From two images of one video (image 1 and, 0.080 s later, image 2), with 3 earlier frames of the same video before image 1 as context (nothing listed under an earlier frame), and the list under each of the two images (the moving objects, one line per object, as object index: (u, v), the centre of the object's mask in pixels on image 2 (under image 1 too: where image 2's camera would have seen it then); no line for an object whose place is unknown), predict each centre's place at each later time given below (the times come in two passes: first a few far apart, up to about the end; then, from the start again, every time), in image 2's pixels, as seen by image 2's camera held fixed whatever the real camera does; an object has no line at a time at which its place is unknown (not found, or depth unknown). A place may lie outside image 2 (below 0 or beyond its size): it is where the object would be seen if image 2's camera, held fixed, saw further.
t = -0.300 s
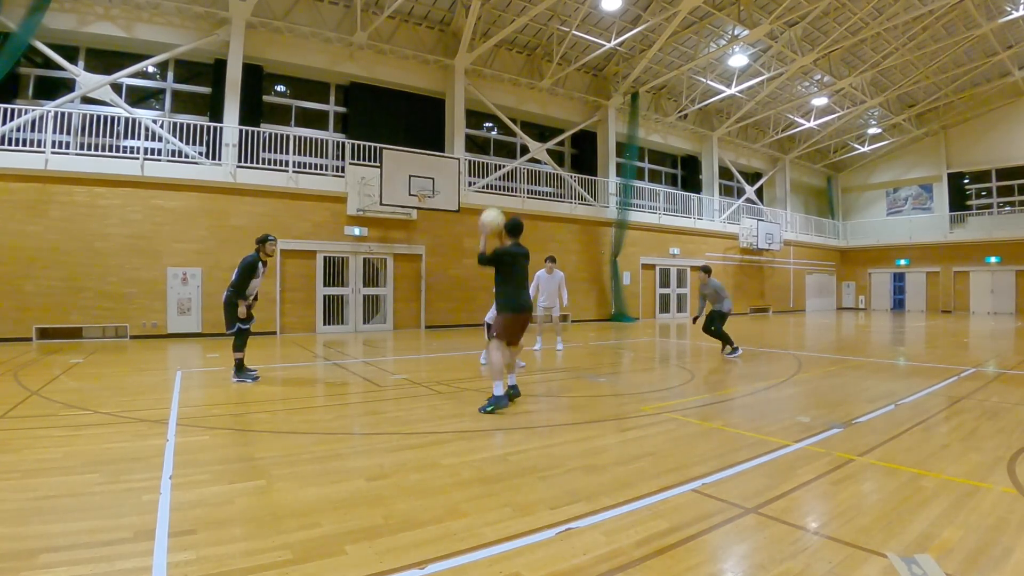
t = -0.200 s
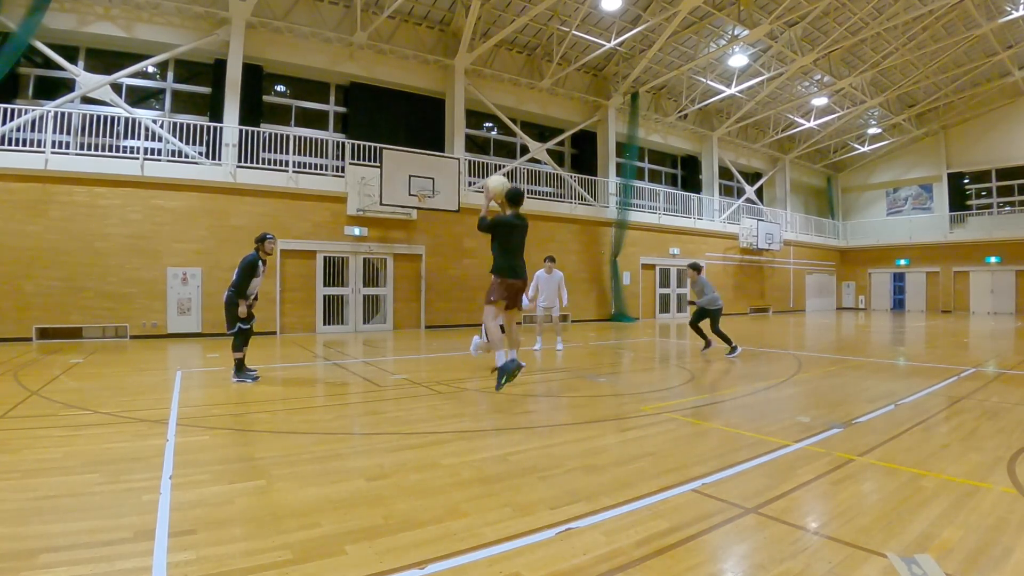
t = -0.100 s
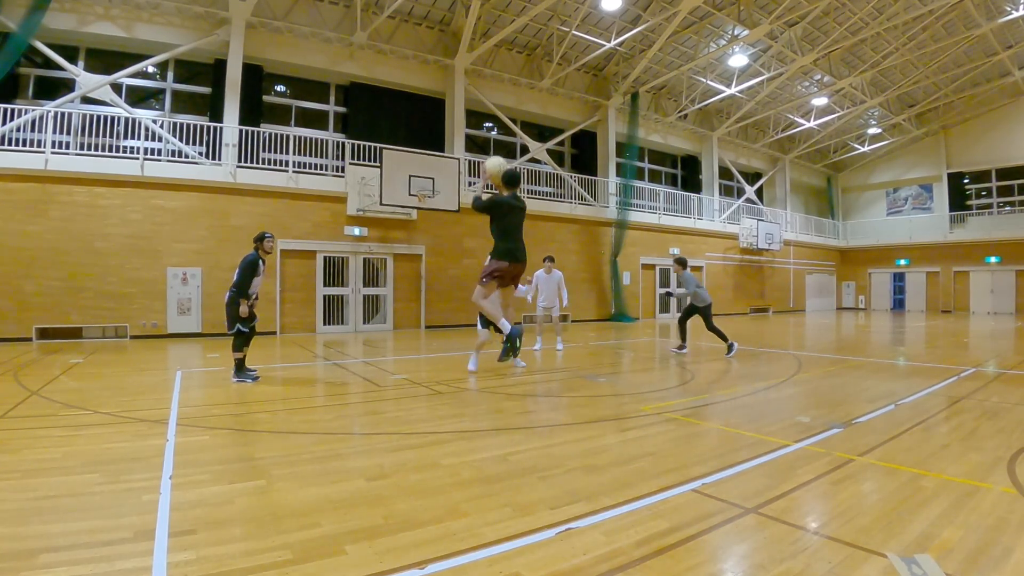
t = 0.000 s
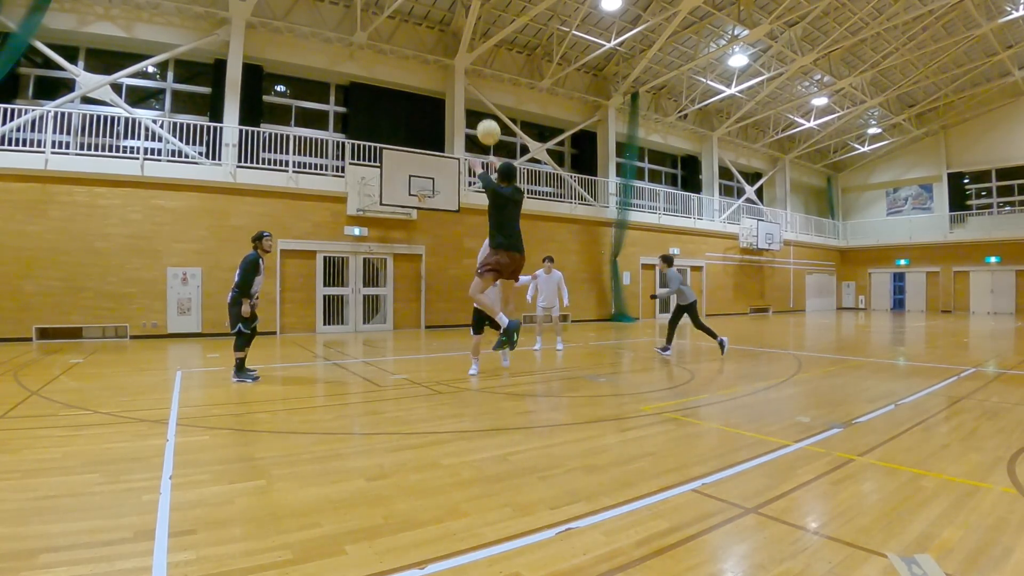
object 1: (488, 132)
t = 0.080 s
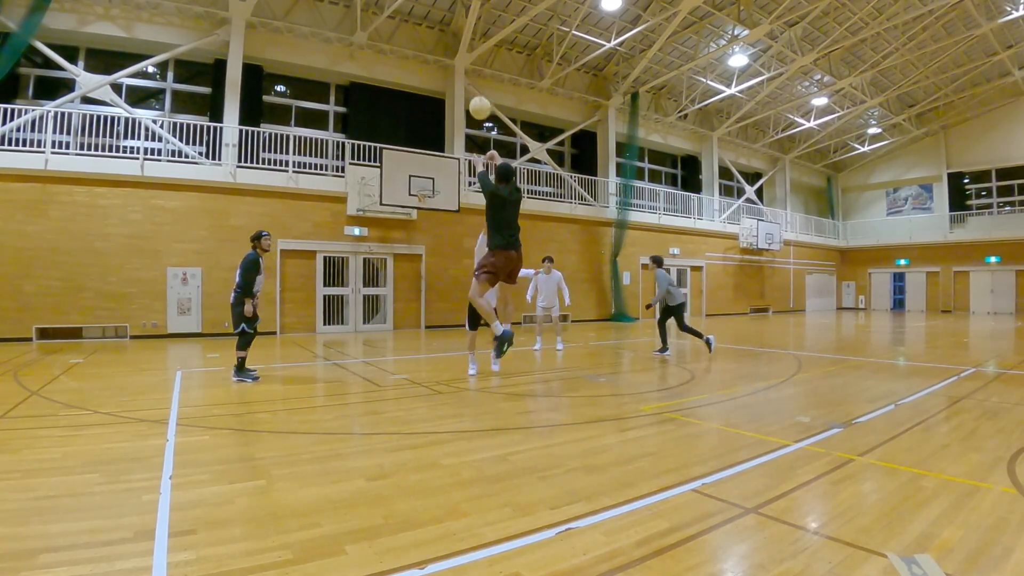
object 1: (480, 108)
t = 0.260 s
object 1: (465, 82)
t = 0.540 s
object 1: (447, 93)
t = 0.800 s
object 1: (436, 135)
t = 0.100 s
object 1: (478, 103)
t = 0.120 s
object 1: (476, 99)
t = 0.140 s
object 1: (474, 95)
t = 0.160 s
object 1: (473, 92)
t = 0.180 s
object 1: (471, 90)
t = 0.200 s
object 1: (470, 87)
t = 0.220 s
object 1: (468, 85)
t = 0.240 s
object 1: (466, 84)
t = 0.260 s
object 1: (465, 82)
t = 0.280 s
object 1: (463, 81)
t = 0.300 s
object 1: (462, 80)
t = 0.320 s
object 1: (461, 80)
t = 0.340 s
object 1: (459, 80)
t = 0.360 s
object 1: (458, 80)
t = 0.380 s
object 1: (457, 81)
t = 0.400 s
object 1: (456, 81)
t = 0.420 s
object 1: (454, 83)
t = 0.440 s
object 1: (453, 84)
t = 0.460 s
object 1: (452, 85)
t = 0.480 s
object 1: (451, 87)
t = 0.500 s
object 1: (449, 89)
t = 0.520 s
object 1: (448, 90)
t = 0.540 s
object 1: (447, 93)
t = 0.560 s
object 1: (447, 95)
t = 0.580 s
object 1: (445, 97)
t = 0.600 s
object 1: (444, 100)
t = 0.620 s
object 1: (443, 103)
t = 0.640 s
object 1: (443, 106)
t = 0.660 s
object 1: (442, 109)
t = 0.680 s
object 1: (441, 112)
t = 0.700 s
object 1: (440, 116)
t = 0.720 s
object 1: (439, 119)
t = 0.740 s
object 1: (438, 123)
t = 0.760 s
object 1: (437, 126)
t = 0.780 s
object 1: (437, 131)
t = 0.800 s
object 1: (436, 135)
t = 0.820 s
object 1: (435, 139)
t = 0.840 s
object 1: (434, 143)
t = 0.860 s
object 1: (433, 147)
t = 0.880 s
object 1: (433, 151)
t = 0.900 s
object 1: (432, 156)
